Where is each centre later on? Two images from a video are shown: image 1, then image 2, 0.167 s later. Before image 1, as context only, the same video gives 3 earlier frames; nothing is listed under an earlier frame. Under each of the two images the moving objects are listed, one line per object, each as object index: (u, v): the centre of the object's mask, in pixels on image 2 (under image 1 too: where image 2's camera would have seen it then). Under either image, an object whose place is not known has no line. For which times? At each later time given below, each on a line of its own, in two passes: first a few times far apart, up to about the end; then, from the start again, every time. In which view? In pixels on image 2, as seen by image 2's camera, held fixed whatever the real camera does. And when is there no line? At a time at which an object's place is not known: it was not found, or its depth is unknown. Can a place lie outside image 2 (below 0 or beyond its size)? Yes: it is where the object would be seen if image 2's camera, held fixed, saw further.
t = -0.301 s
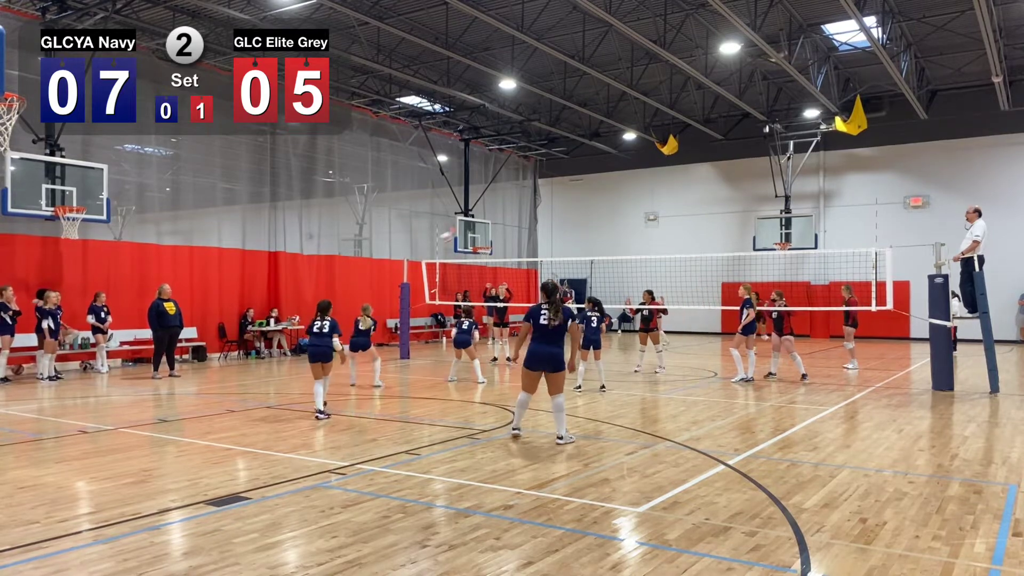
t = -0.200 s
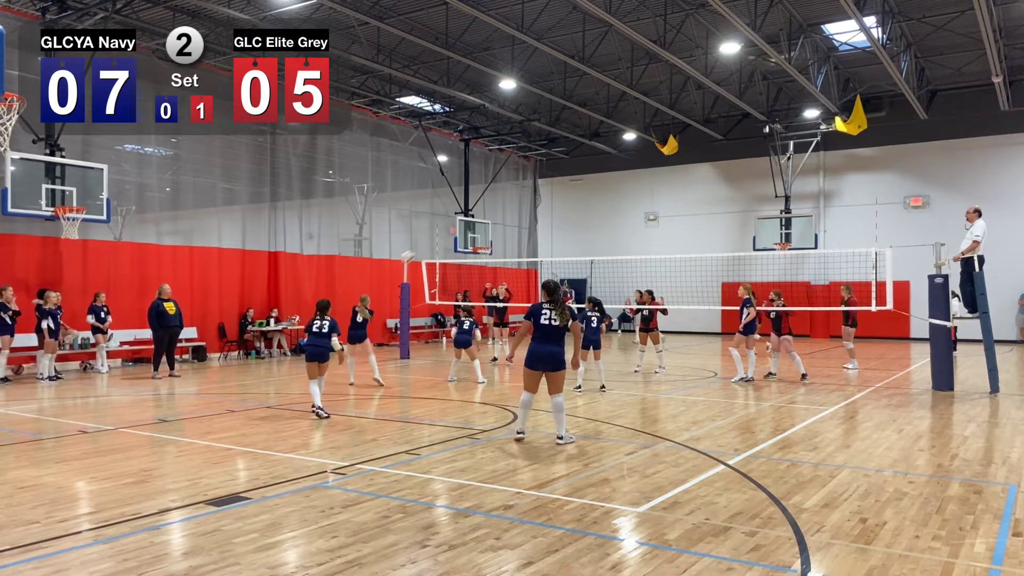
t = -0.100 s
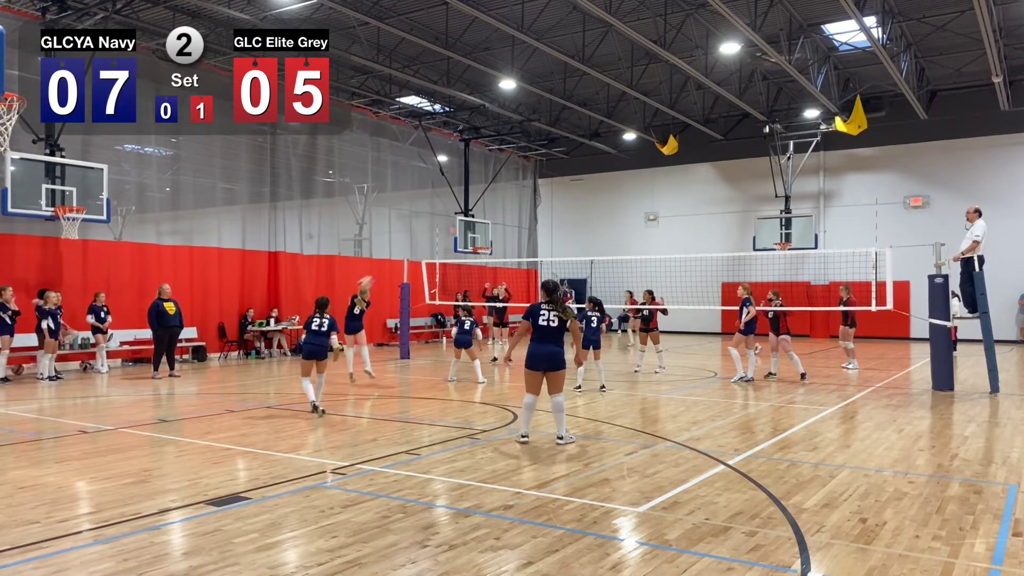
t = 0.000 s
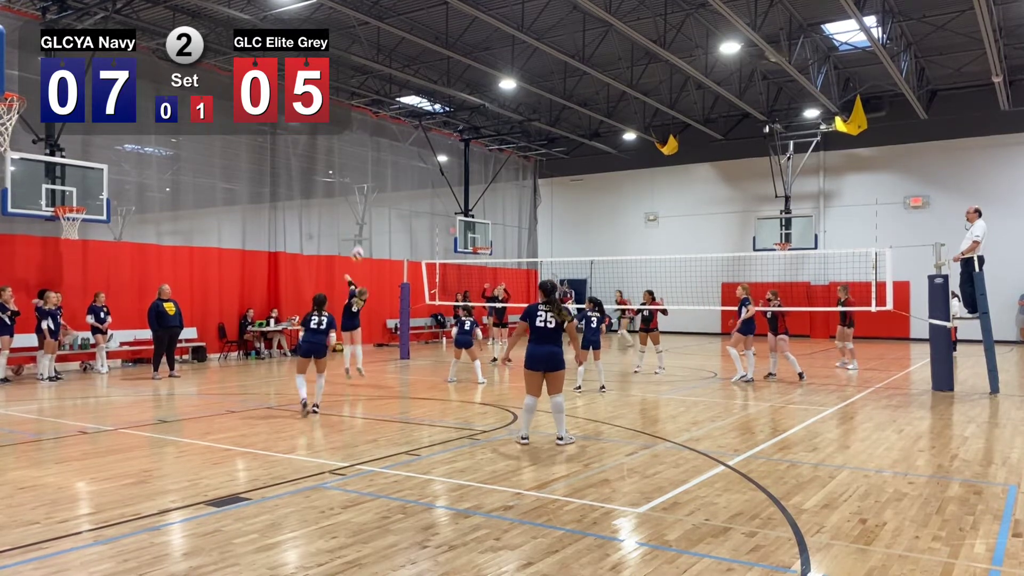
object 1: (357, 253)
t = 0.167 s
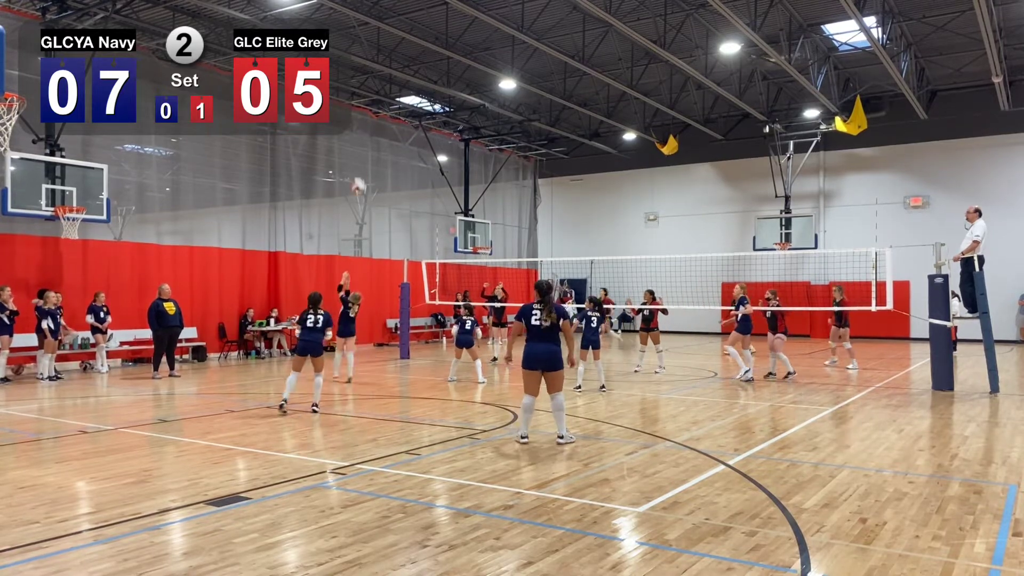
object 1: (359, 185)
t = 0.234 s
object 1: (358, 162)
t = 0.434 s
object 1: (358, 106)
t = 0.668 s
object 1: (356, 70)
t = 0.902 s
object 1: (354, 72)
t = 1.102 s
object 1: (353, 112)
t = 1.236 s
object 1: (351, 163)
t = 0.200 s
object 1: (359, 175)
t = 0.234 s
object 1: (358, 162)
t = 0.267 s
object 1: (358, 151)
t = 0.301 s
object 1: (358, 140)
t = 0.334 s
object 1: (359, 130)
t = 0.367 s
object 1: (358, 122)
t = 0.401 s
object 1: (358, 113)
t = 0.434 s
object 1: (358, 106)
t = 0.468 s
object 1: (358, 97)
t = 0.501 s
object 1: (357, 92)
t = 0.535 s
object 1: (357, 86)
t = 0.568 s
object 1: (357, 81)
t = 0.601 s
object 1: (357, 77)
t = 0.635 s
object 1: (357, 73)
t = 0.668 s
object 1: (356, 70)
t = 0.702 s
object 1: (356, 68)
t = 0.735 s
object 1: (356, 66)
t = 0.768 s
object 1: (355, 66)
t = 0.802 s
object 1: (355, 66)
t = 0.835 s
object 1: (355, 67)
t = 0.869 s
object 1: (355, 69)
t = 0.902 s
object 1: (354, 72)
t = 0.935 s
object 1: (354, 76)
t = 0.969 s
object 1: (354, 81)
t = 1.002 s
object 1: (353, 87)
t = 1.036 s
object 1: (353, 94)
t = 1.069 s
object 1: (353, 103)
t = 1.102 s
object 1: (353, 112)
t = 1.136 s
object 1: (352, 123)
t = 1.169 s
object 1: (352, 135)
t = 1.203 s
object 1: (351, 148)
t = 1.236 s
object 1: (351, 163)
